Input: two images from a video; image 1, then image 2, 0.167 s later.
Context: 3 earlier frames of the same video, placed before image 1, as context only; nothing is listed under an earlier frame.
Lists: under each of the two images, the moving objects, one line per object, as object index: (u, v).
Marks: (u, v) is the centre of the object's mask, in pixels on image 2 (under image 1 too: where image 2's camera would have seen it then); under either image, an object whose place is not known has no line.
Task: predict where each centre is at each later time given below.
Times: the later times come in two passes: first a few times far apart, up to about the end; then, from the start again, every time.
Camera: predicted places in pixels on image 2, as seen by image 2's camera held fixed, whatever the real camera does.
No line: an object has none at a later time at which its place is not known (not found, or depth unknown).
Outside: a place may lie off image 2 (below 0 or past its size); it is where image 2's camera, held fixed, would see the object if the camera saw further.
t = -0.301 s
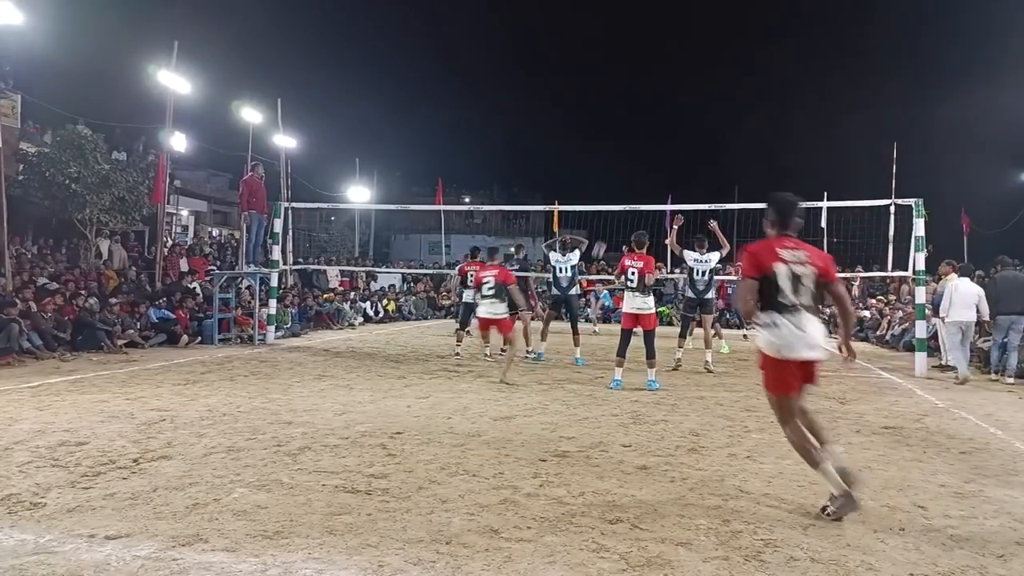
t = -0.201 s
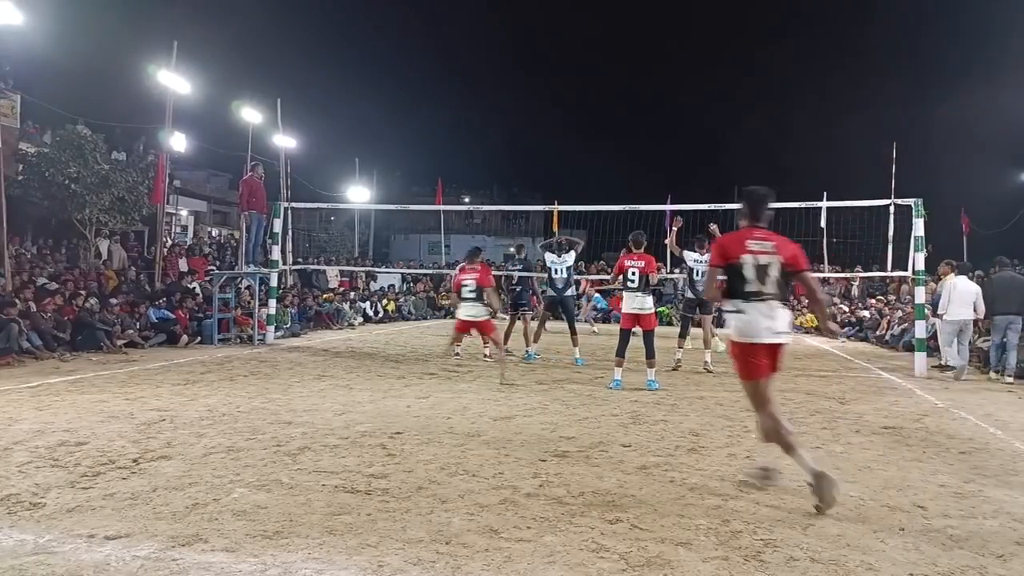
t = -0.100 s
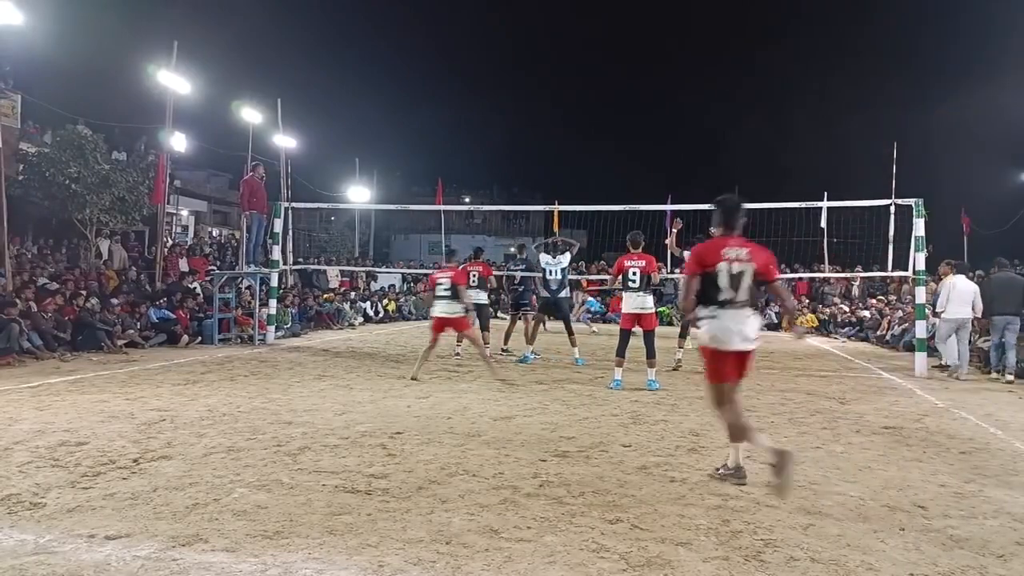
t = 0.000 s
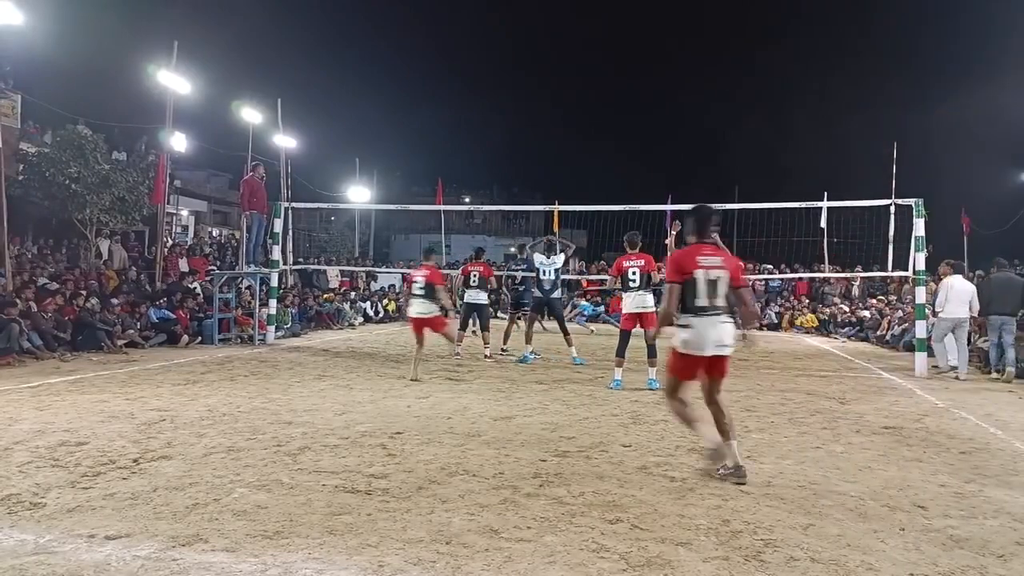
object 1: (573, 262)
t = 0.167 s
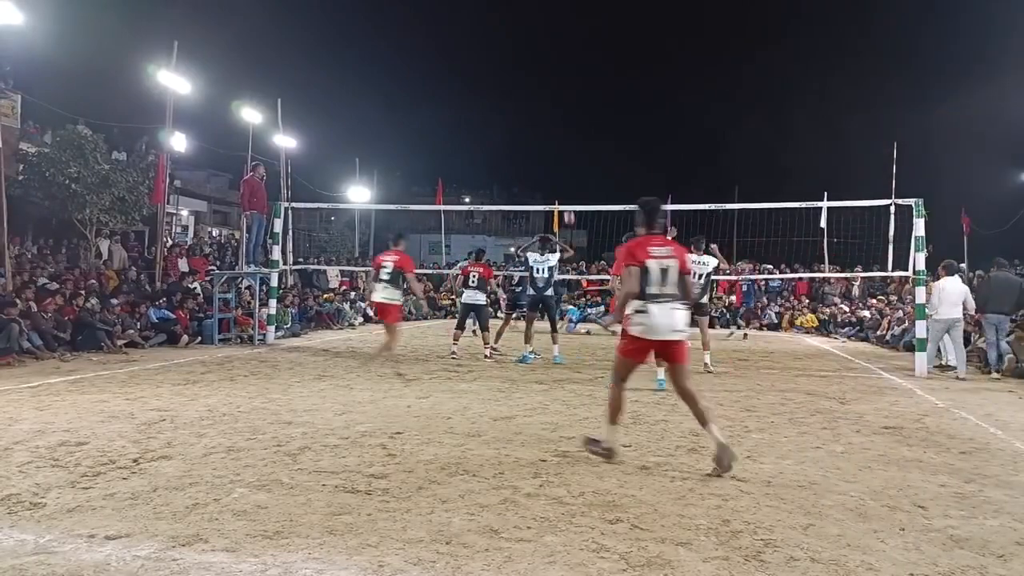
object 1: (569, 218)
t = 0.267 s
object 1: (566, 193)
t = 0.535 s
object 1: (557, 147)
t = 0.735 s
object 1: (549, 133)
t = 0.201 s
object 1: (568, 210)
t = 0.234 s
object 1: (567, 199)
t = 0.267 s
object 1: (566, 193)
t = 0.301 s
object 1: (565, 186)
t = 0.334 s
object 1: (564, 179)
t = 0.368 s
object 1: (563, 172)
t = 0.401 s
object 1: (562, 167)
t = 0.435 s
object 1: (561, 161)
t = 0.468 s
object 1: (559, 156)
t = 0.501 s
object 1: (558, 151)
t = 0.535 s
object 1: (557, 147)
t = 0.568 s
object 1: (556, 144)
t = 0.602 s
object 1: (555, 141)
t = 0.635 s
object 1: (553, 138)
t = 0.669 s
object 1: (552, 136)
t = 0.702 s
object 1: (550, 134)
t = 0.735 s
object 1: (549, 133)
